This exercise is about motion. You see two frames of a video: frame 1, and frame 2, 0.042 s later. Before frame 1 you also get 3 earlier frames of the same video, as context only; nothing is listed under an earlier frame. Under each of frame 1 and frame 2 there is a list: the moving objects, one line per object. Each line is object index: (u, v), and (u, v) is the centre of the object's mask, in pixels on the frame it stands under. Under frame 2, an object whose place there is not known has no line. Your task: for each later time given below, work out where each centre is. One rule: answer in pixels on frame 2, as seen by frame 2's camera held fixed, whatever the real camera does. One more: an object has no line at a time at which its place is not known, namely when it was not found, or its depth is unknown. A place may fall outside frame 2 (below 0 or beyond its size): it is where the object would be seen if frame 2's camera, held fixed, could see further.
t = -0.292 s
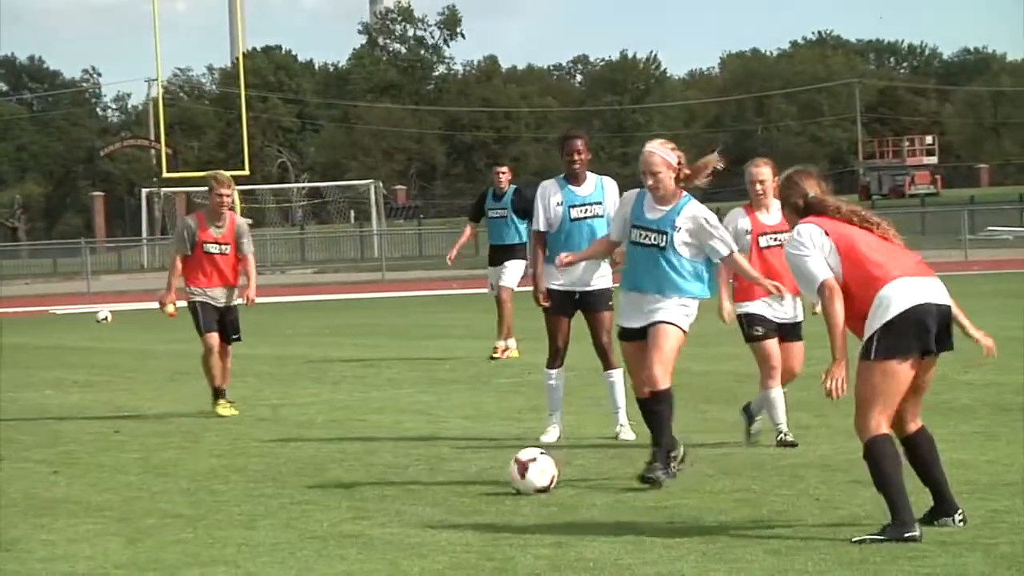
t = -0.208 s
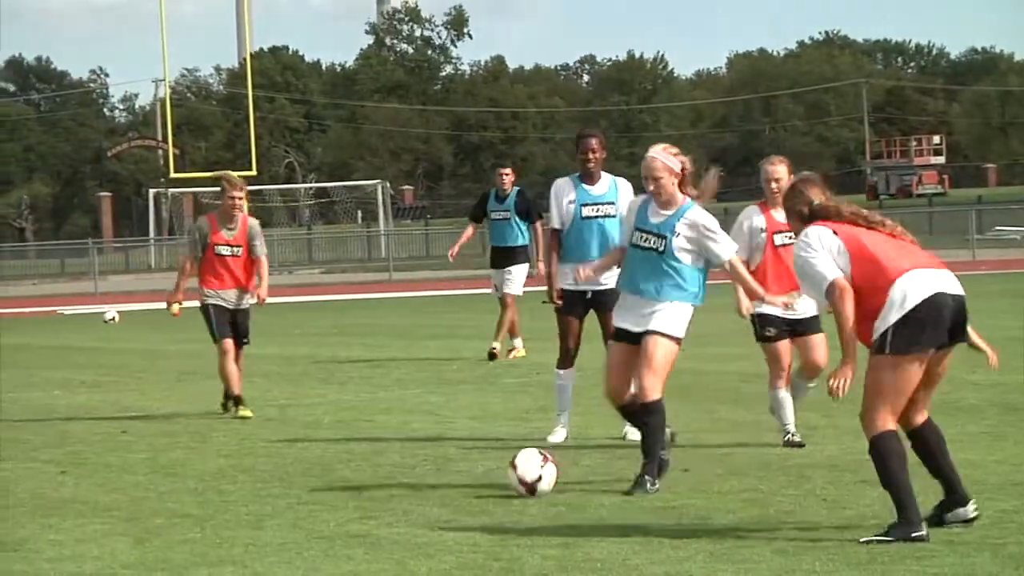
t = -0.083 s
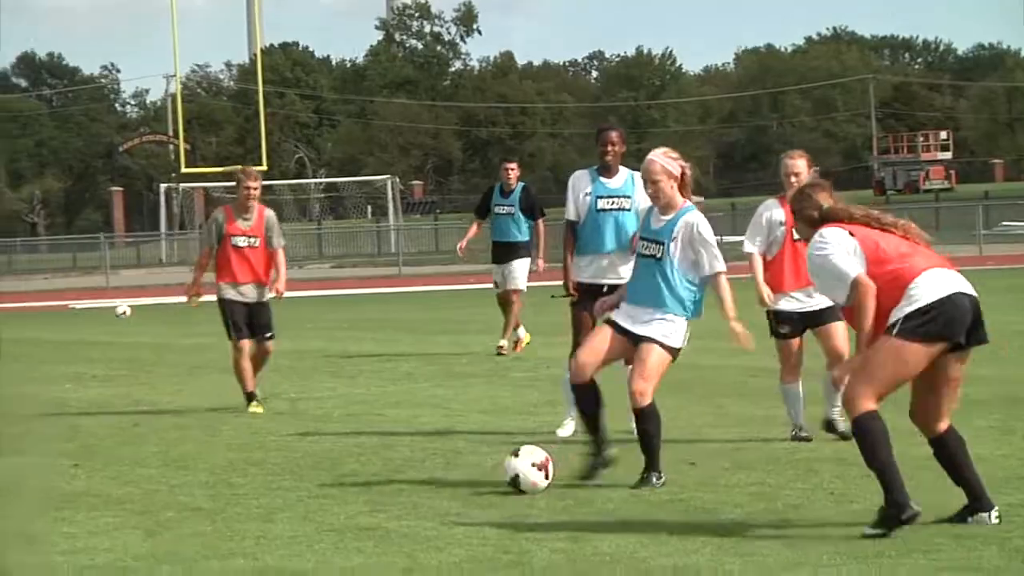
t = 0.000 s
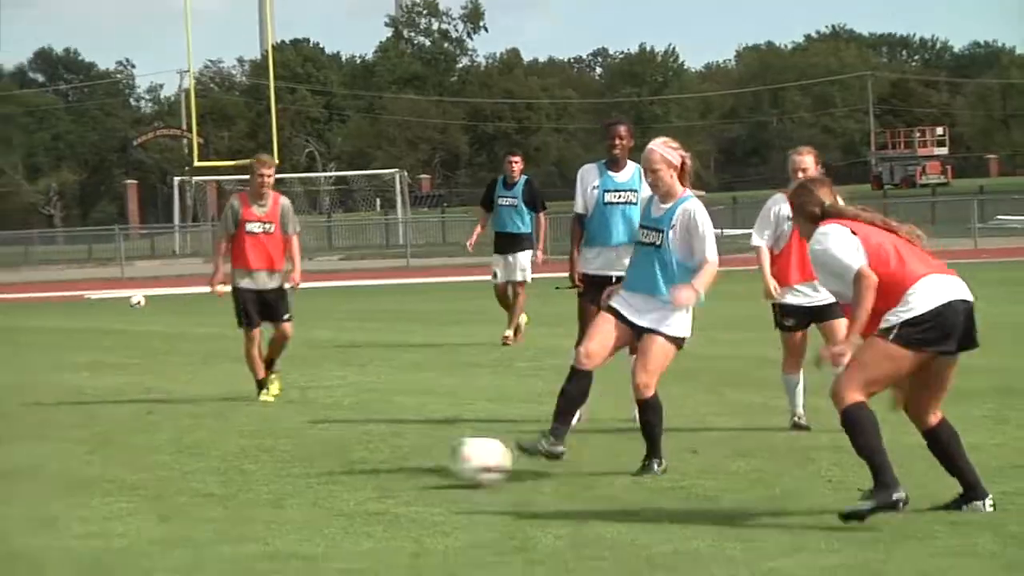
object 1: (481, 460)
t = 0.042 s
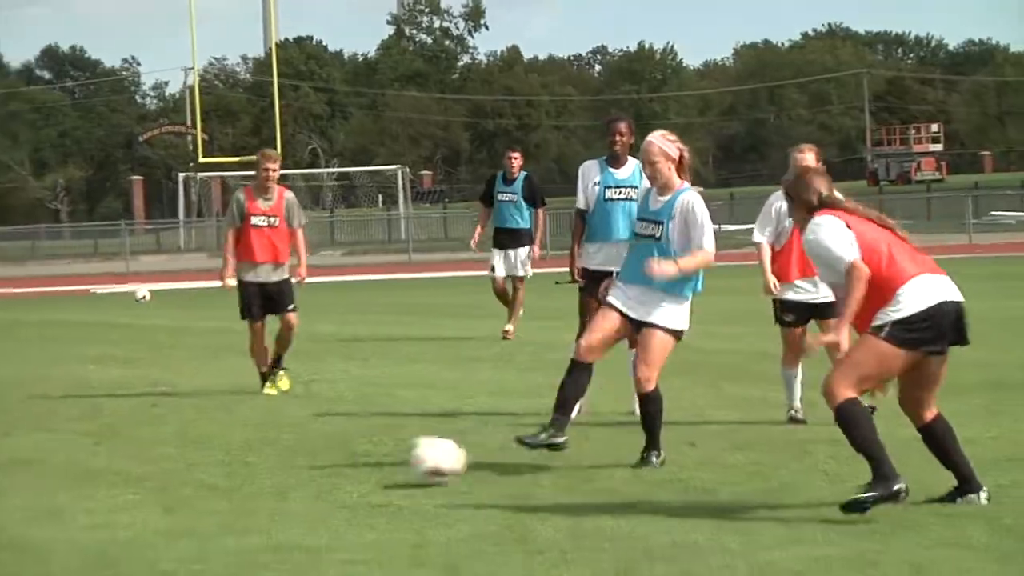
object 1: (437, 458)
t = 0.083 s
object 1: (391, 467)
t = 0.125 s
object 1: (348, 468)
